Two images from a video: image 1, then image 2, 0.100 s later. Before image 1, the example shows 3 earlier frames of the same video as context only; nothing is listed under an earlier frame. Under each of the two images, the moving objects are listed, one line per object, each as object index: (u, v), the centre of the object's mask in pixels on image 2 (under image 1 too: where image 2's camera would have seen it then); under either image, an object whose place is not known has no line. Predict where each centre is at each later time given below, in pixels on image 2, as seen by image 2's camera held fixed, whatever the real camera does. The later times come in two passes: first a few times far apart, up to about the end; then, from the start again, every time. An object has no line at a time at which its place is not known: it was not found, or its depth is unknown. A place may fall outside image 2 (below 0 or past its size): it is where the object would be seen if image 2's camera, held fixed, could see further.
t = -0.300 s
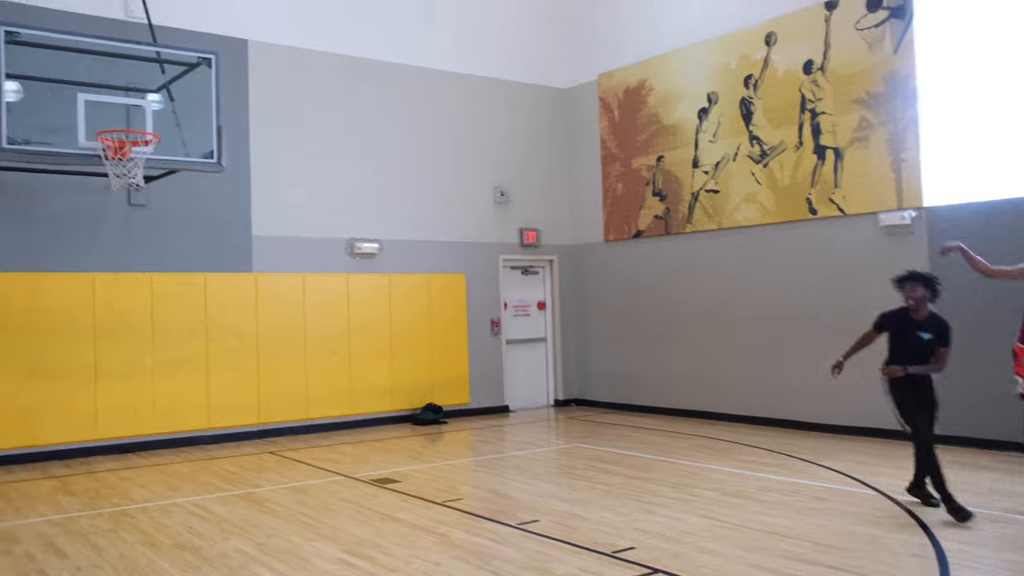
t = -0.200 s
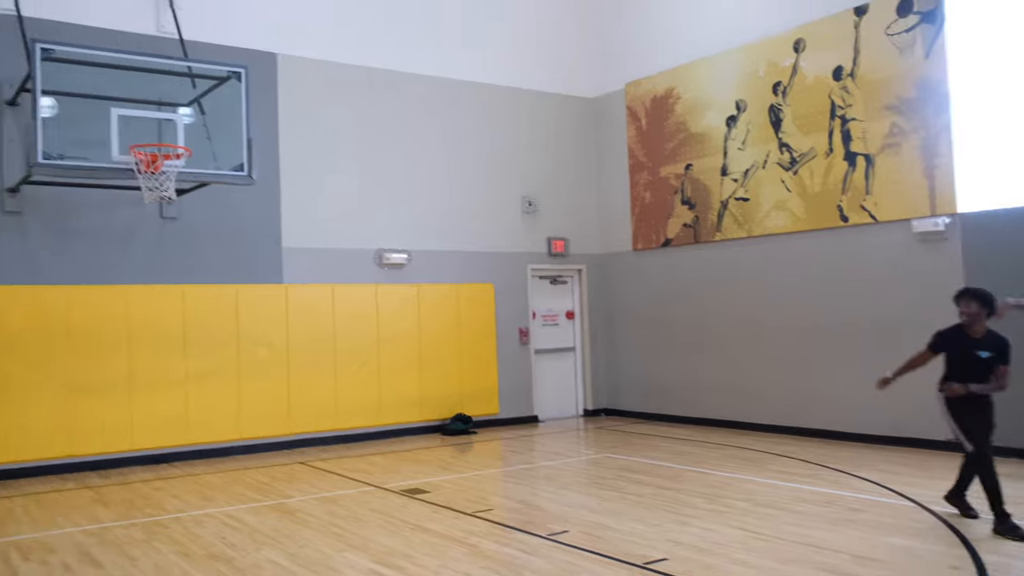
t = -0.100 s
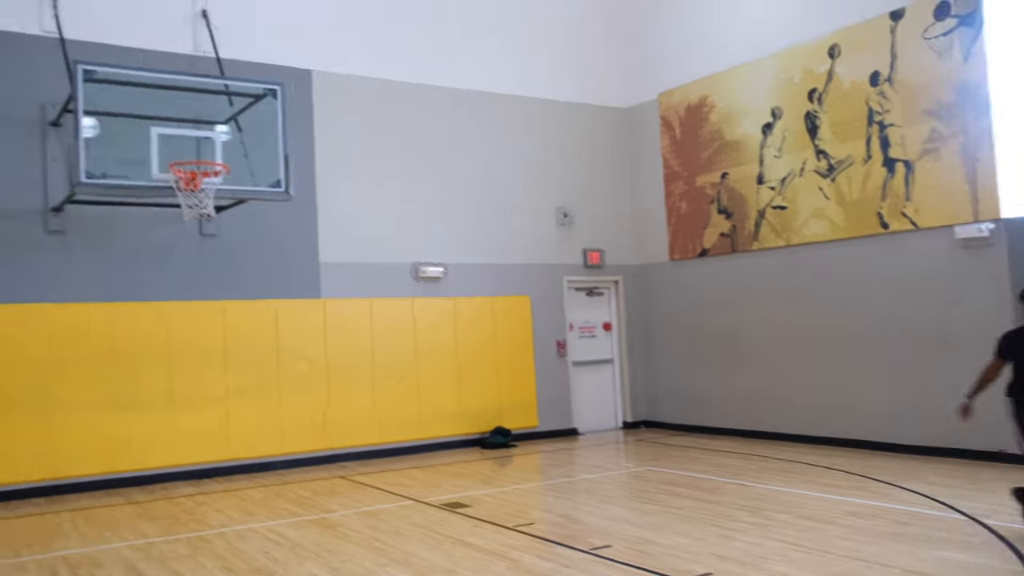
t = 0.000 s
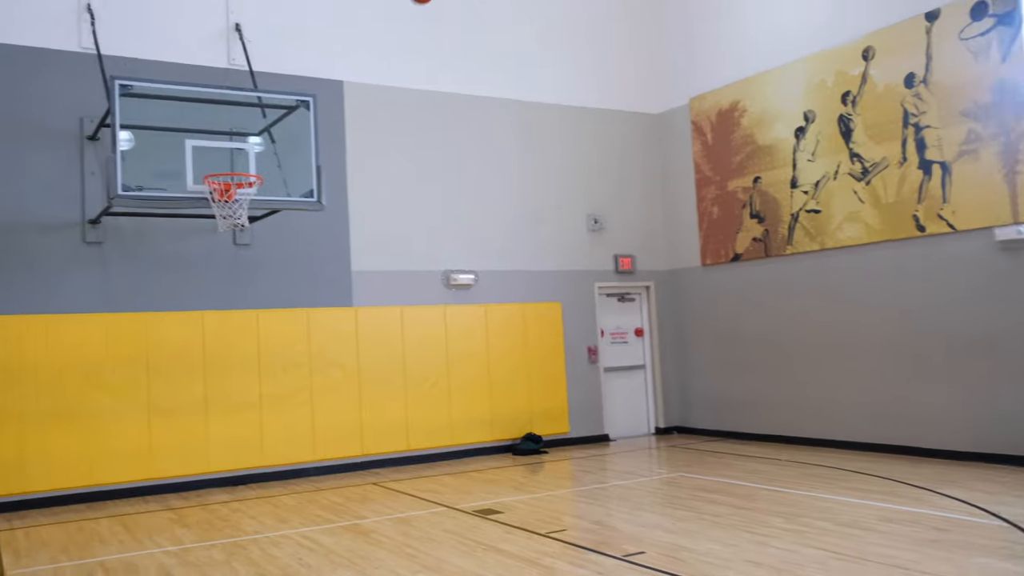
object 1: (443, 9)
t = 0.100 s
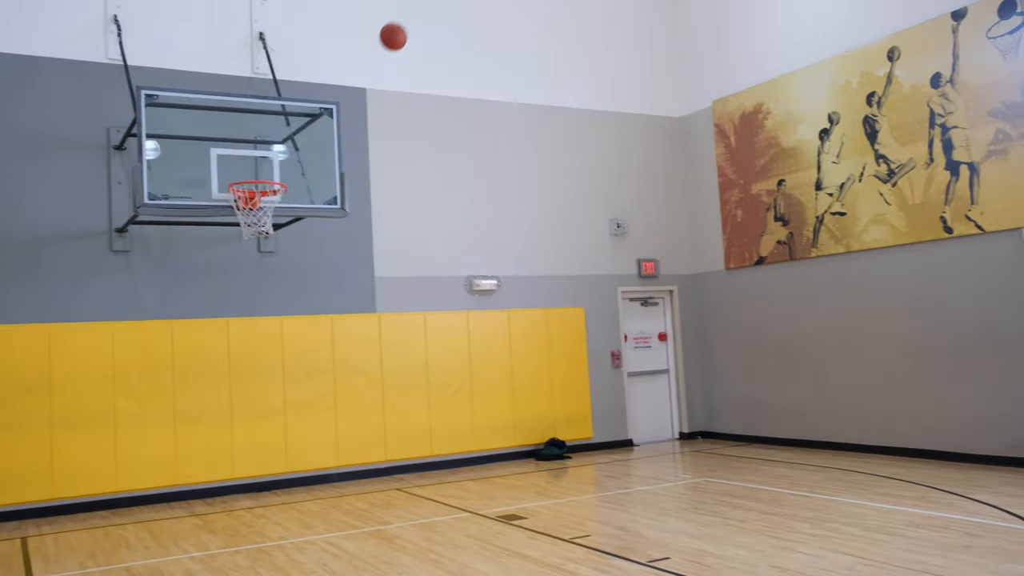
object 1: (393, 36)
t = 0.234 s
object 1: (331, 105)
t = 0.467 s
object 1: (251, 136)
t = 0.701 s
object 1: (215, 83)
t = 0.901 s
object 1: (190, 83)
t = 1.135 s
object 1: (159, 143)
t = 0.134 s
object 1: (377, 52)
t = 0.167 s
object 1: (362, 68)
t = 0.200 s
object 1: (346, 86)
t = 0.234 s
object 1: (331, 105)
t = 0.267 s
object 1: (316, 125)
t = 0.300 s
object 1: (301, 145)
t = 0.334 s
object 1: (288, 168)
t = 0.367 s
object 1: (276, 174)
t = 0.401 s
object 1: (267, 161)
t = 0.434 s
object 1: (259, 147)
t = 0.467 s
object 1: (251, 136)
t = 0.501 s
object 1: (242, 125)
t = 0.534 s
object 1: (236, 115)
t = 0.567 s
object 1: (232, 106)
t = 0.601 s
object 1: (228, 99)
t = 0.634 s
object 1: (223, 92)
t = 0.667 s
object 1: (219, 87)
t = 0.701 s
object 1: (215, 83)
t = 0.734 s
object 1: (210, 80)
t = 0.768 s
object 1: (206, 78)
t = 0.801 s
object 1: (202, 78)
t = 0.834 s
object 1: (198, 78)
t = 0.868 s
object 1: (194, 80)
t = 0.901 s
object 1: (190, 83)
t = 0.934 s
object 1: (185, 88)
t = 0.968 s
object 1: (181, 93)
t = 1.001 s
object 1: (176, 101)
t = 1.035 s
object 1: (172, 109)
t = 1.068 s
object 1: (168, 118)
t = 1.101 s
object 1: (163, 130)
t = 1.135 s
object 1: (159, 143)
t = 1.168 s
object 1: (154, 158)
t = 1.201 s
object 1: (150, 174)
